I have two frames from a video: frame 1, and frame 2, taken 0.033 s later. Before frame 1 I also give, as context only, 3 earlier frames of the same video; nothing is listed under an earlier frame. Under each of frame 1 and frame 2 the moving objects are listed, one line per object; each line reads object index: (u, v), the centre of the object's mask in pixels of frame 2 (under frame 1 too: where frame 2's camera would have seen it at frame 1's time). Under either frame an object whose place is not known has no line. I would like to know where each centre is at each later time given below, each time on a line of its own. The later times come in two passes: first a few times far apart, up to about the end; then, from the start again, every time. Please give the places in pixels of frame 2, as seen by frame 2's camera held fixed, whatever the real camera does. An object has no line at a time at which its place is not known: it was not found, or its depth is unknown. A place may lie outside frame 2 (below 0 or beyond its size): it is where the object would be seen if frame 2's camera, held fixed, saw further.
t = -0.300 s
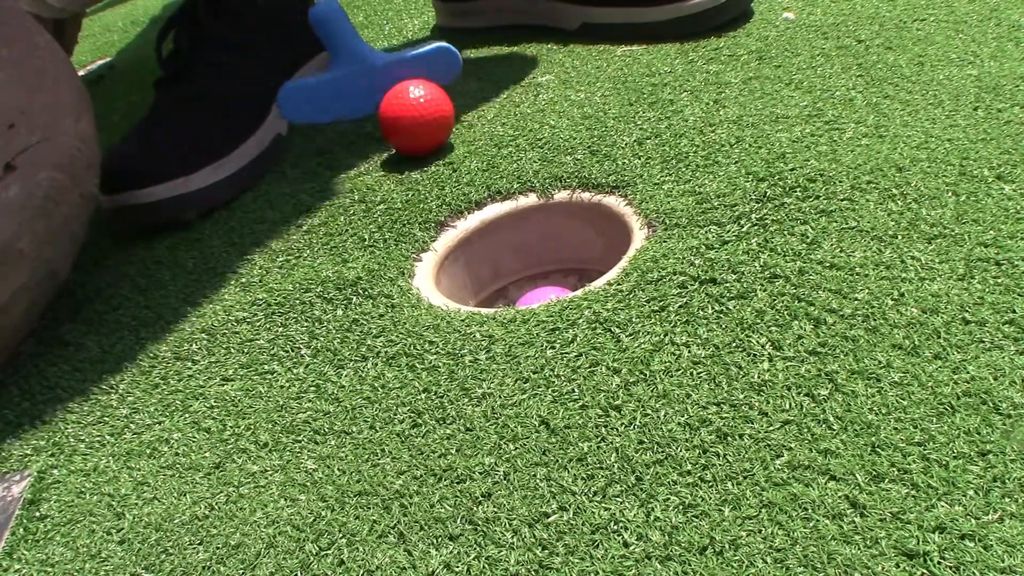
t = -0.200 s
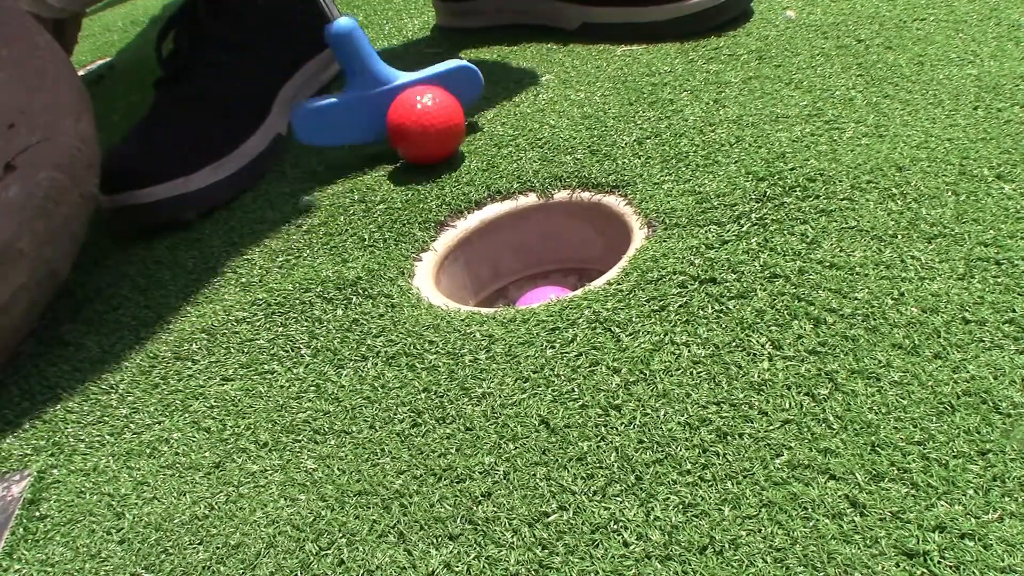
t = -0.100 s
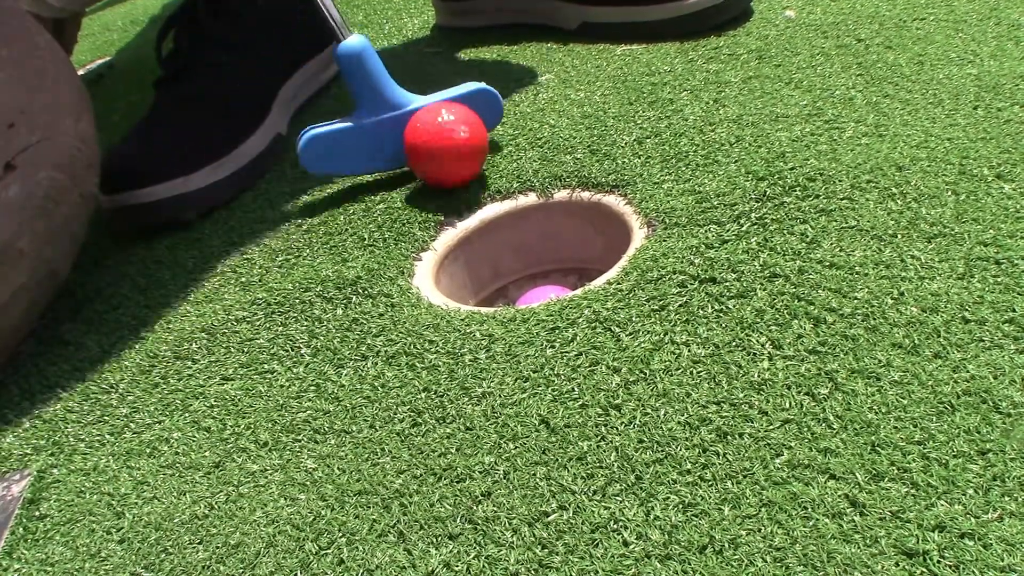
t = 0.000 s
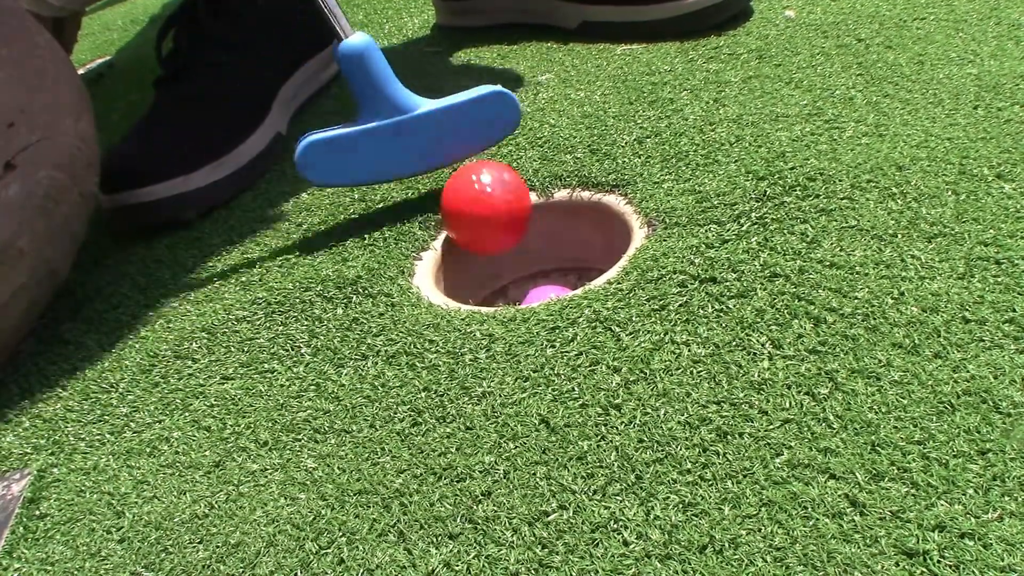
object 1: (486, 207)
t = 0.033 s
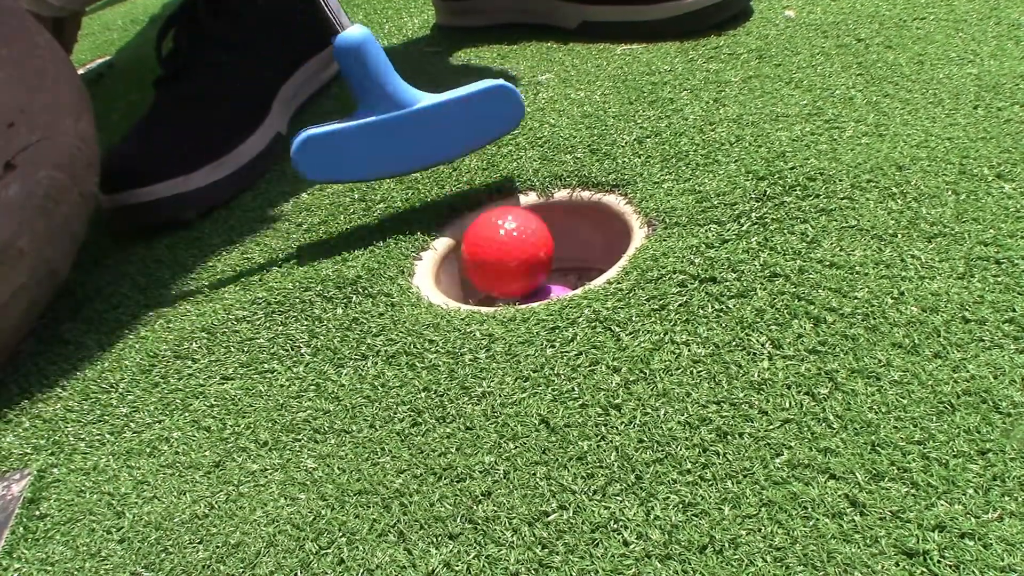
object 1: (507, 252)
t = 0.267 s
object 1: (528, 267)
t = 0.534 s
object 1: (581, 250)
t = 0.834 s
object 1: (574, 242)
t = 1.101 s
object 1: (554, 239)
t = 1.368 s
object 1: (542, 239)
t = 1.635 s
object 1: (541, 239)
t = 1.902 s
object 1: (541, 239)
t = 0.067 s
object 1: (488, 226)
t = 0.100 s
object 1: (474, 219)
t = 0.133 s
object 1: (466, 232)
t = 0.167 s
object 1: (471, 247)
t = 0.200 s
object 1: (493, 257)
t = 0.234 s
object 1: (517, 274)
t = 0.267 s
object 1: (528, 267)
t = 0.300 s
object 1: (545, 264)
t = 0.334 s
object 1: (562, 260)
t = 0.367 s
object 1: (568, 260)
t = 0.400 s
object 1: (574, 257)
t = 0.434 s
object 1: (576, 256)
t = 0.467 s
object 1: (578, 254)
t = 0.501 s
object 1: (580, 252)
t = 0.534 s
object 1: (581, 250)
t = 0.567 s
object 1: (581, 249)
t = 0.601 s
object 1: (581, 248)
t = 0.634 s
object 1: (581, 247)
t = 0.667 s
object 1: (580, 246)
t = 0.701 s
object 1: (580, 245)
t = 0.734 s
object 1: (579, 244)
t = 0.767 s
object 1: (579, 243)
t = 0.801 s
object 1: (578, 242)
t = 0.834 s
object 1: (574, 242)
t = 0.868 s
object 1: (572, 241)
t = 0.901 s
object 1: (570, 241)
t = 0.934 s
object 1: (566, 241)
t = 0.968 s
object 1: (562, 241)
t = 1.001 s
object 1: (559, 240)
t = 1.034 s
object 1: (558, 239)
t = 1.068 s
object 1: (556, 239)
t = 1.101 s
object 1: (554, 239)
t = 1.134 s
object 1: (552, 239)
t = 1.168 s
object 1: (550, 239)
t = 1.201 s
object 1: (547, 238)
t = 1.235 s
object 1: (545, 239)
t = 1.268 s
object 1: (543, 239)
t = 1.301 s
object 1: (543, 239)
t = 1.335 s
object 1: (543, 239)
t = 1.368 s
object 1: (542, 239)
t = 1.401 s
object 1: (541, 239)
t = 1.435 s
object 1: (541, 239)
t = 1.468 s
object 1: (541, 239)
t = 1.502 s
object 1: (541, 239)
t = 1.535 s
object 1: (541, 240)
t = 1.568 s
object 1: (541, 239)
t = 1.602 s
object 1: (541, 239)
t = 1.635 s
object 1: (541, 239)
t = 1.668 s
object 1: (541, 239)
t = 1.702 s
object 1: (541, 239)
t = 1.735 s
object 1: (541, 239)
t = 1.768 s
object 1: (541, 239)
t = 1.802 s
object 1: (541, 239)
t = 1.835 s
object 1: (541, 239)
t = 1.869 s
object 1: (541, 239)
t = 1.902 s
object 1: (541, 239)
